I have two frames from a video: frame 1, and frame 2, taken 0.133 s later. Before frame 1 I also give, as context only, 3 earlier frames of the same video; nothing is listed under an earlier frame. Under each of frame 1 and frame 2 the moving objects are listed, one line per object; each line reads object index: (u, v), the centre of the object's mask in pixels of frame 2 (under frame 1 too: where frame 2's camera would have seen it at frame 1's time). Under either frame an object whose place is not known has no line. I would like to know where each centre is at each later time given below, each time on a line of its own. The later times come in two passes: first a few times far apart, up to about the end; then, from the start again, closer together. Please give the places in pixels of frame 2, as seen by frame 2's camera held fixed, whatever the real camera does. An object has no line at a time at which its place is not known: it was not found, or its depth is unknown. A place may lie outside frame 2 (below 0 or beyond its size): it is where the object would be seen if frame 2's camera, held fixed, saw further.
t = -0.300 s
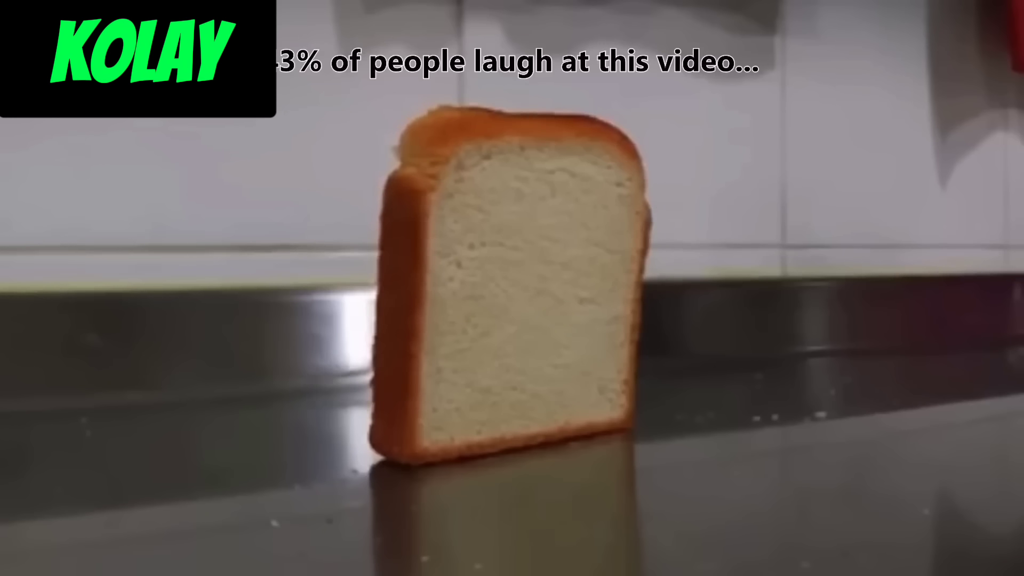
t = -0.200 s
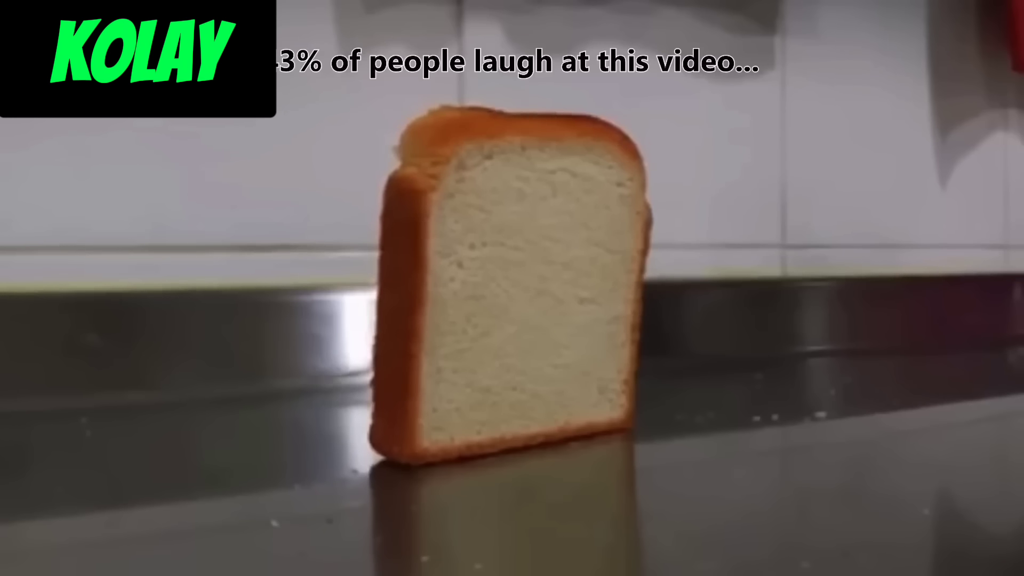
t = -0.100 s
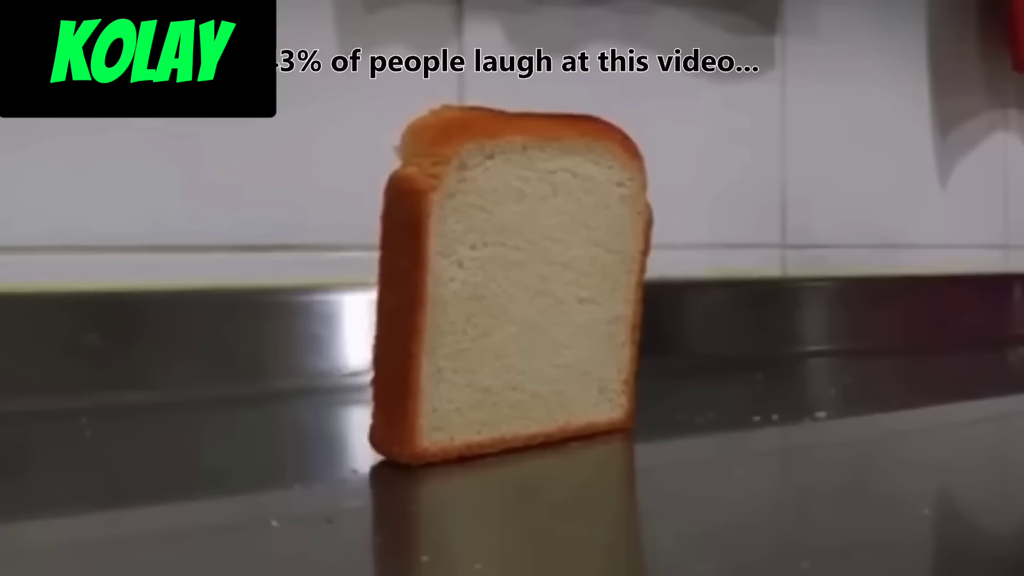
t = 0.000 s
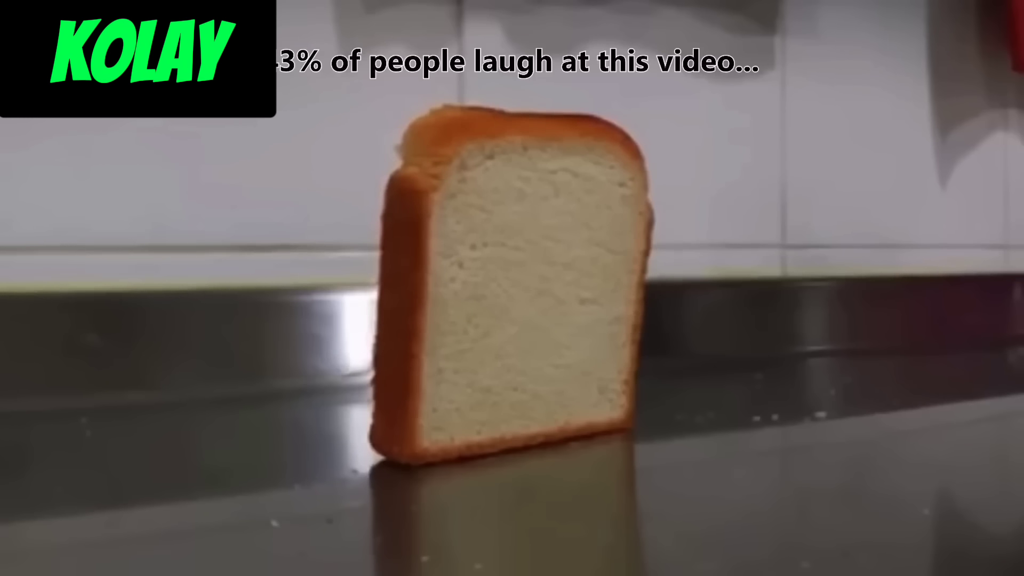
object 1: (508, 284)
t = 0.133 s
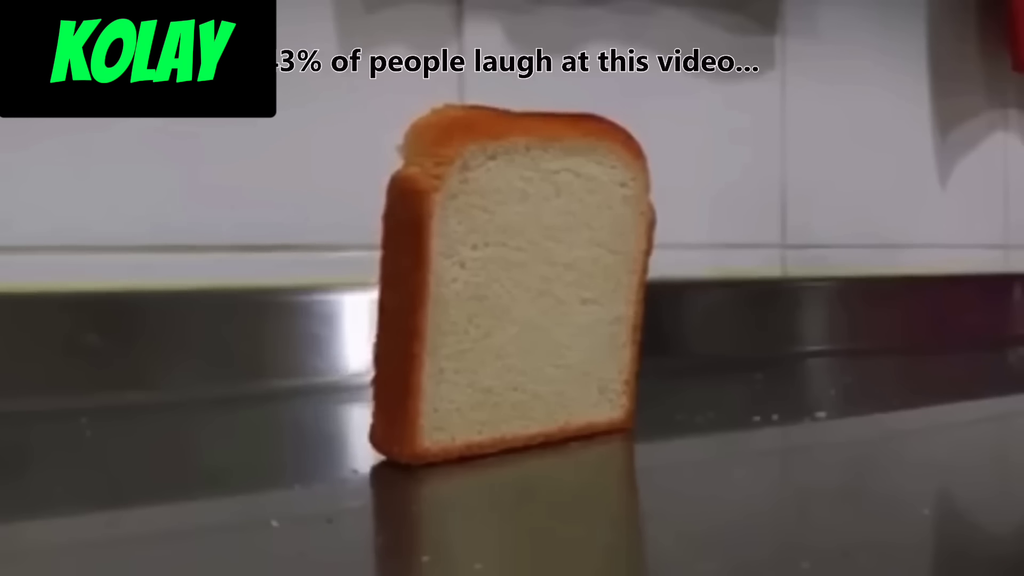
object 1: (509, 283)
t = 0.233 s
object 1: (510, 283)
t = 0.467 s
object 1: (518, 282)
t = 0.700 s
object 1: (588, 300)
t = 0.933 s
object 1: (671, 458)
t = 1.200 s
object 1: (671, 458)
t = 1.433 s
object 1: (671, 458)
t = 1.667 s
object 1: (671, 459)
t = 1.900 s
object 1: (671, 459)
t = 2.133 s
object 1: (671, 459)
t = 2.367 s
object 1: (671, 459)
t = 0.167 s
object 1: (509, 283)
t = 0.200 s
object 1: (510, 283)
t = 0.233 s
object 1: (510, 283)
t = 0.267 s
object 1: (511, 283)
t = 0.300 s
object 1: (511, 283)
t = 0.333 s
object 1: (512, 283)
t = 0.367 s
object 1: (513, 283)
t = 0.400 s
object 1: (514, 282)
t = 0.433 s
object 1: (516, 282)
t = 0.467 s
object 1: (518, 282)
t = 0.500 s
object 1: (521, 281)
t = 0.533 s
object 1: (524, 281)
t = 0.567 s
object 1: (530, 281)
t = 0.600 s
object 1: (537, 281)
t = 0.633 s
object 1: (547, 282)
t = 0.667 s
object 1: (563, 287)
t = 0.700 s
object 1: (588, 300)
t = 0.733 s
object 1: (622, 336)
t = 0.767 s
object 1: (673, 443)
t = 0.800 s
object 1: (671, 458)
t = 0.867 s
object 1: (671, 458)
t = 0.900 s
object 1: (671, 458)
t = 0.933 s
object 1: (671, 458)
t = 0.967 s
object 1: (671, 458)
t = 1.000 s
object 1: (671, 458)
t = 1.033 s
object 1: (671, 458)
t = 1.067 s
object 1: (671, 458)
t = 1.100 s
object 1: (671, 458)
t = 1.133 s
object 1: (671, 458)
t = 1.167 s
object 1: (671, 458)
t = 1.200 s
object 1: (671, 458)
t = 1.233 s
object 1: (671, 459)
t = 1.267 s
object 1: (671, 458)
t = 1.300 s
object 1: (671, 458)
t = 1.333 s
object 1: (671, 458)
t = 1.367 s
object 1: (671, 458)
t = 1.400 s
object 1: (671, 459)
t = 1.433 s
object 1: (671, 458)
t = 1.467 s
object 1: (671, 459)
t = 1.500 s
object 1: (671, 459)
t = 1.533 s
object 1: (671, 459)
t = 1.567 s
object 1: (671, 459)
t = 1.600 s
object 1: (671, 459)
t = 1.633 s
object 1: (671, 459)
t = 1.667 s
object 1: (671, 459)
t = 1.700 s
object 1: (671, 459)
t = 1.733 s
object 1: (671, 459)
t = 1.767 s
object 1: (671, 459)
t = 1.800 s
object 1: (671, 459)
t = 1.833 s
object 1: (671, 459)
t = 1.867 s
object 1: (671, 459)
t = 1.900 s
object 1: (671, 459)
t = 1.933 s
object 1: (671, 459)
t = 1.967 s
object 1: (671, 459)
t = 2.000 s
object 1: (671, 459)
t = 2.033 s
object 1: (671, 459)
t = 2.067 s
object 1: (671, 459)
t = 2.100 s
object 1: (671, 459)
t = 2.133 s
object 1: (671, 459)
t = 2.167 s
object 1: (671, 459)
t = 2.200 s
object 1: (671, 459)
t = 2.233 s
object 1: (671, 459)
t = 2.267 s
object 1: (671, 459)
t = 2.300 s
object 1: (671, 459)
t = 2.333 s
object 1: (671, 459)
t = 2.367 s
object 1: (671, 459)
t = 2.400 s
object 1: (671, 459)
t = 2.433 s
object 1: (671, 459)
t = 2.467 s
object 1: (671, 459)
